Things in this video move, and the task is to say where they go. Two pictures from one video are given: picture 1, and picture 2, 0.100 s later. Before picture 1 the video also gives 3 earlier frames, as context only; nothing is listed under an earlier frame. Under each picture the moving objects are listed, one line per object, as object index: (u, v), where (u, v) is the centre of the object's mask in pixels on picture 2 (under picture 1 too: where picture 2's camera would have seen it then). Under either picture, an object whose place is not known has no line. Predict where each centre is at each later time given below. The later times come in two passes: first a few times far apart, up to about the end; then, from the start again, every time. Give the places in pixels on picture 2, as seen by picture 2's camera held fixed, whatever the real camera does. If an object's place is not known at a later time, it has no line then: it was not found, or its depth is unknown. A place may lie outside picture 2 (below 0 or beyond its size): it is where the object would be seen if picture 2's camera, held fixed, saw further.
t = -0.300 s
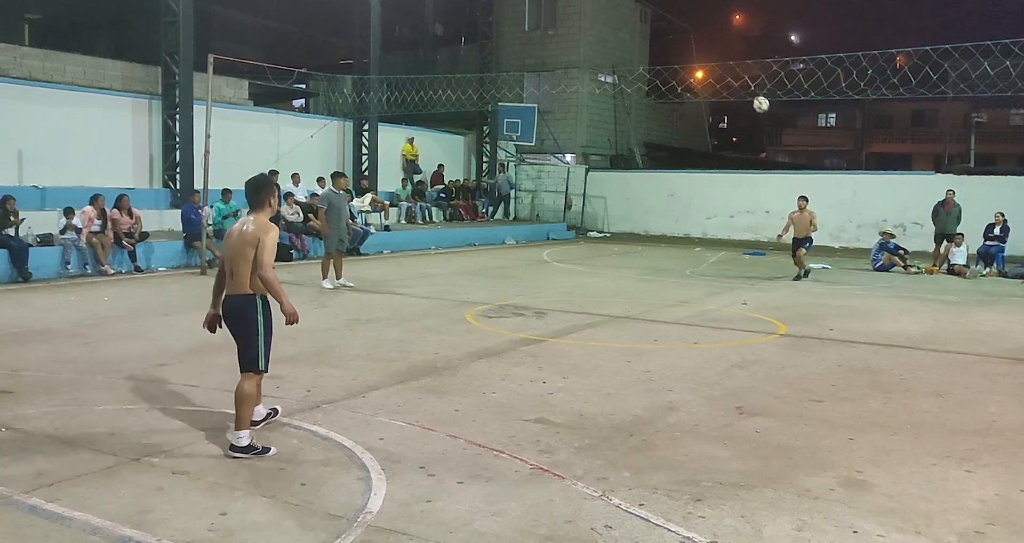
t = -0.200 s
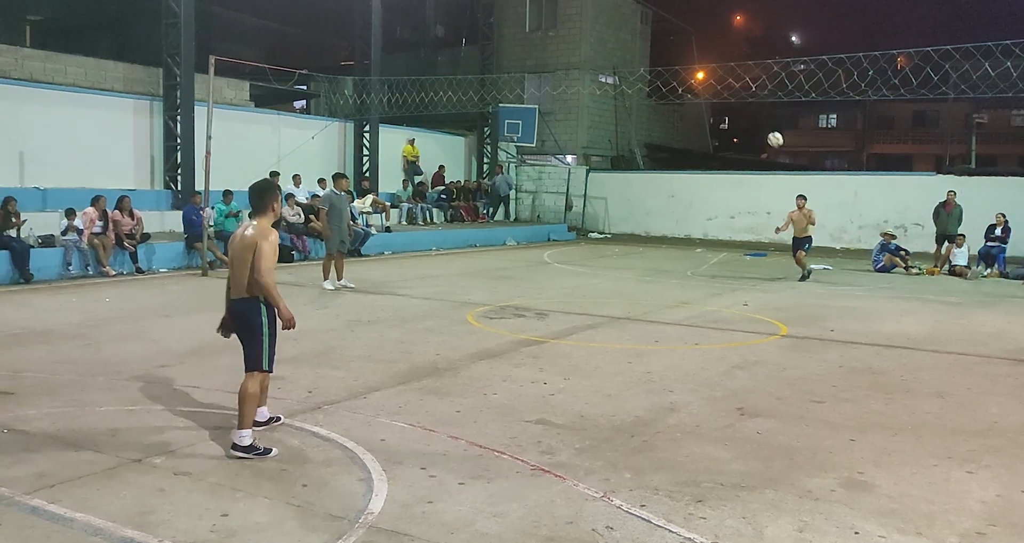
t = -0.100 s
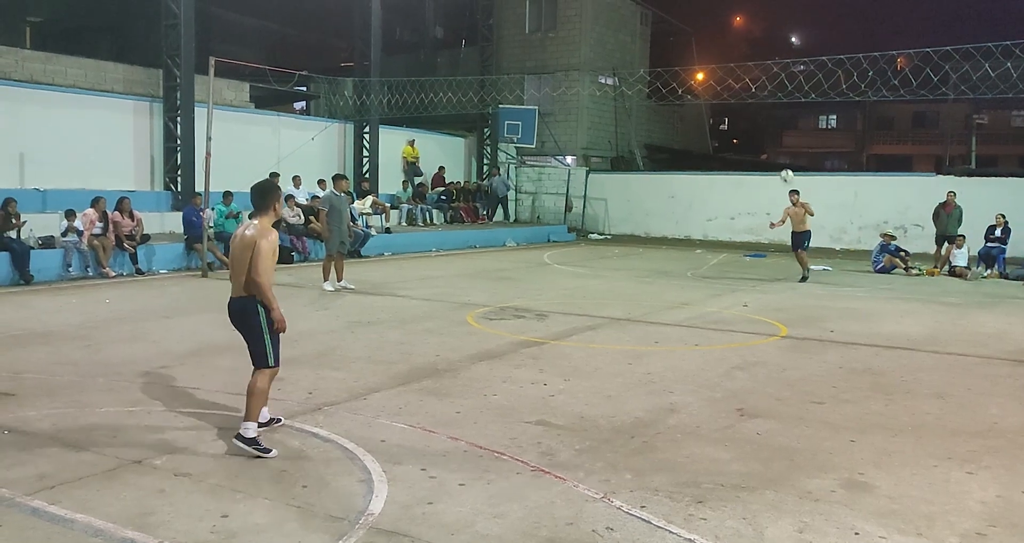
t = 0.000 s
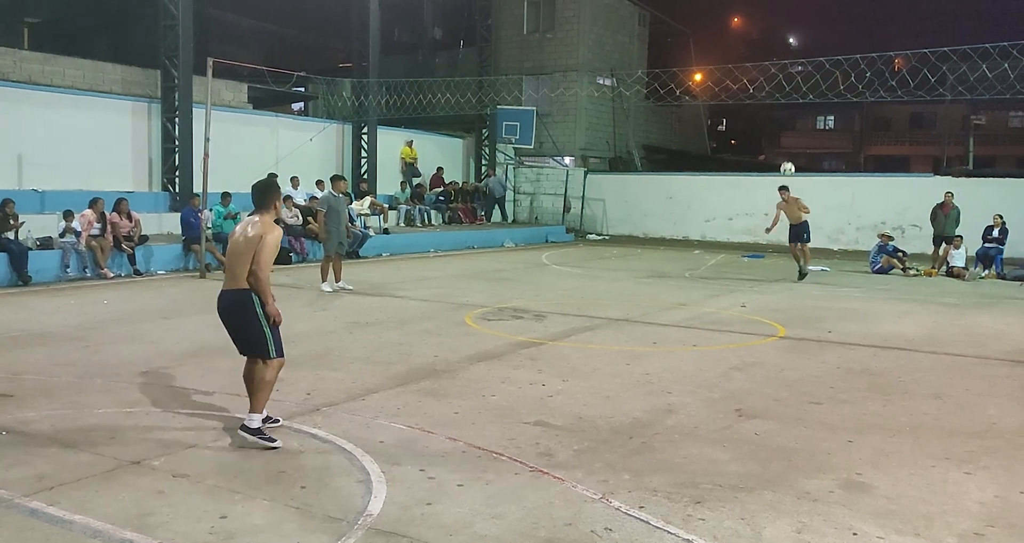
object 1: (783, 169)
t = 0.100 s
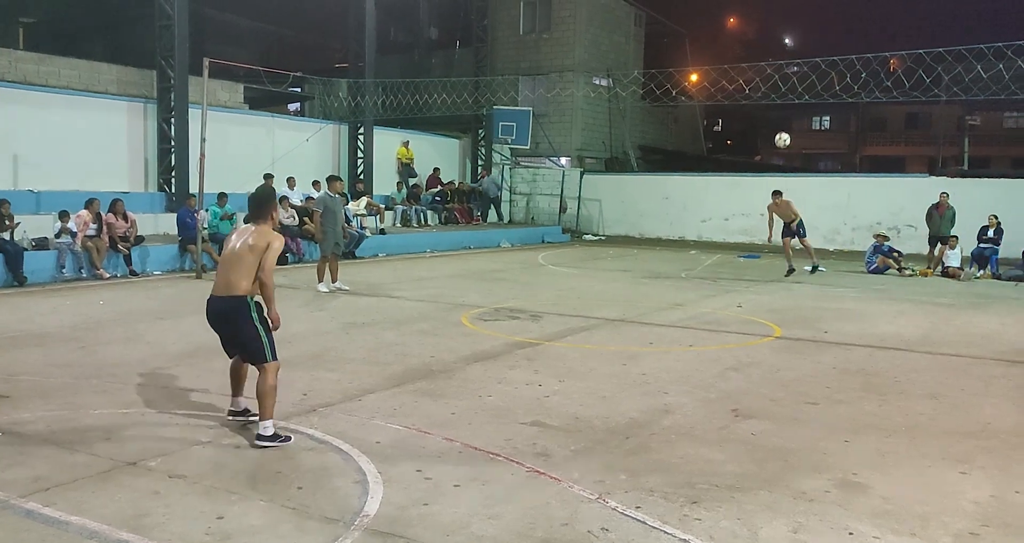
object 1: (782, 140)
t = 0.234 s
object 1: (782, 105)
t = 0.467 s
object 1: (781, 60)
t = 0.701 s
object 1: (779, 52)
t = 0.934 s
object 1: (773, 115)
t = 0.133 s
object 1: (783, 131)
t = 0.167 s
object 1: (782, 121)
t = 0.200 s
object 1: (782, 113)
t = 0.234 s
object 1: (782, 105)
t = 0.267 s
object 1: (782, 97)
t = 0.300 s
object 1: (781, 90)
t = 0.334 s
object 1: (782, 82)
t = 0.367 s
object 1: (781, 76)
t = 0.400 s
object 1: (781, 70)
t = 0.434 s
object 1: (781, 65)
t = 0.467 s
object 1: (781, 60)
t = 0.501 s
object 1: (781, 57)
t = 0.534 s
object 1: (781, 53)
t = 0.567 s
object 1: (780, 51)
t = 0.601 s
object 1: (780, 50)
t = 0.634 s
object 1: (780, 50)
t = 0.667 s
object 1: (780, 50)
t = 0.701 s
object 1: (779, 52)
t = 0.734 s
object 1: (778, 56)
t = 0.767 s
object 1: (778, 61)
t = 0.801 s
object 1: (777, 67)
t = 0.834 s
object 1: (777, 76)
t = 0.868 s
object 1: (776, 86)
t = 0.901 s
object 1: (775, 100)
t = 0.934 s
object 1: (773, 115)
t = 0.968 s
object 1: (772, 133)
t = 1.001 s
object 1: (772, 154)
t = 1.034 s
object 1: (770, 180)
